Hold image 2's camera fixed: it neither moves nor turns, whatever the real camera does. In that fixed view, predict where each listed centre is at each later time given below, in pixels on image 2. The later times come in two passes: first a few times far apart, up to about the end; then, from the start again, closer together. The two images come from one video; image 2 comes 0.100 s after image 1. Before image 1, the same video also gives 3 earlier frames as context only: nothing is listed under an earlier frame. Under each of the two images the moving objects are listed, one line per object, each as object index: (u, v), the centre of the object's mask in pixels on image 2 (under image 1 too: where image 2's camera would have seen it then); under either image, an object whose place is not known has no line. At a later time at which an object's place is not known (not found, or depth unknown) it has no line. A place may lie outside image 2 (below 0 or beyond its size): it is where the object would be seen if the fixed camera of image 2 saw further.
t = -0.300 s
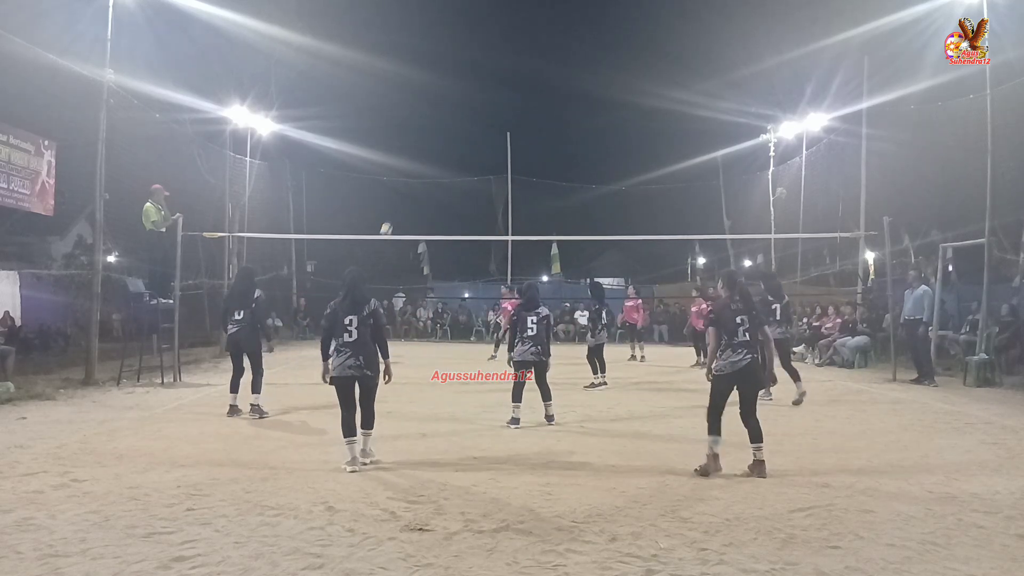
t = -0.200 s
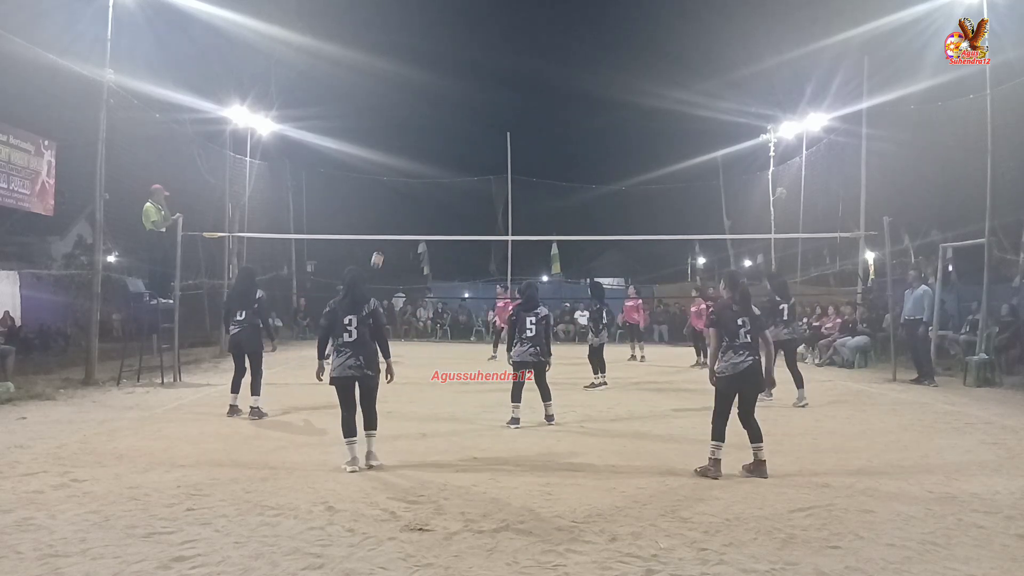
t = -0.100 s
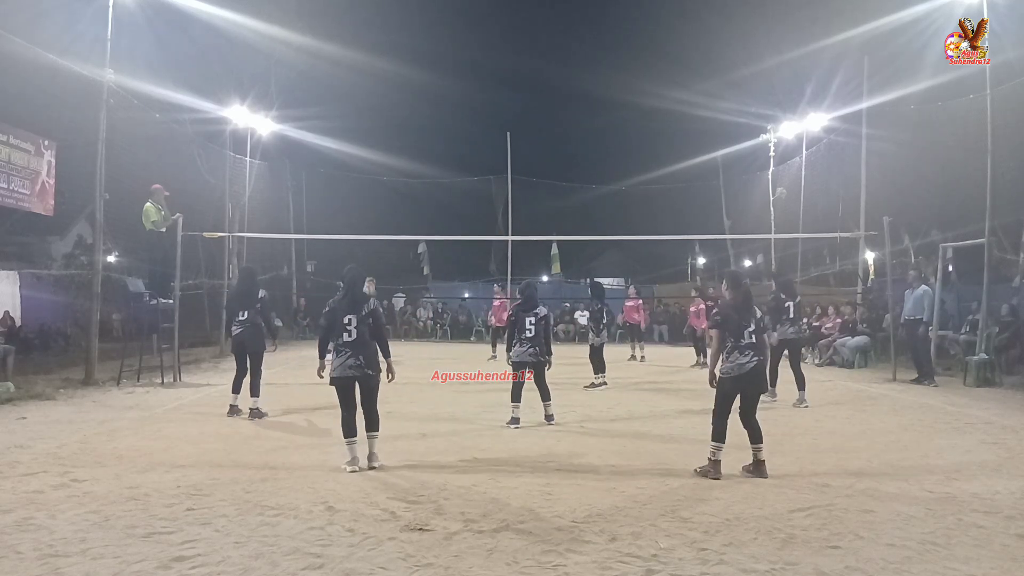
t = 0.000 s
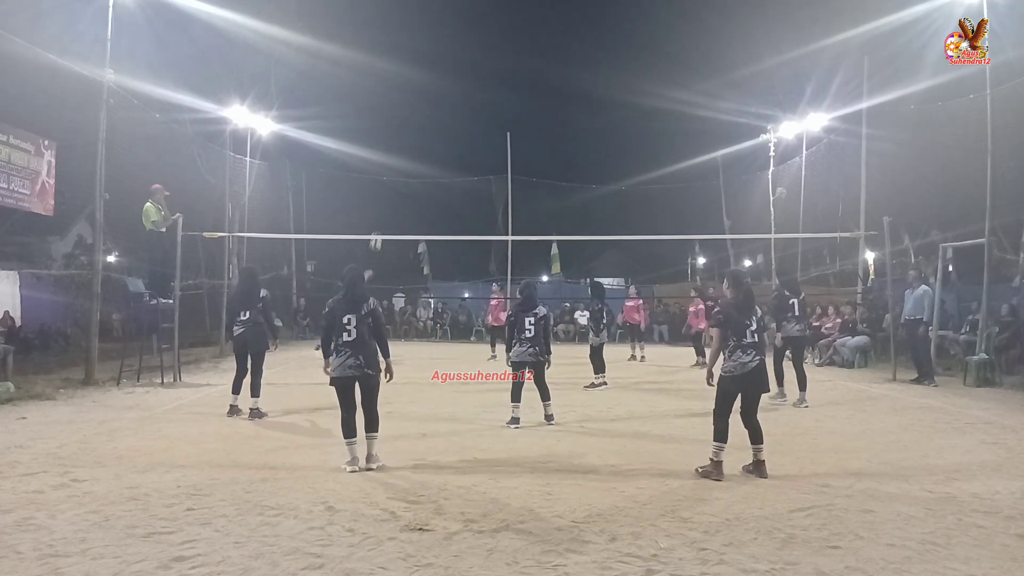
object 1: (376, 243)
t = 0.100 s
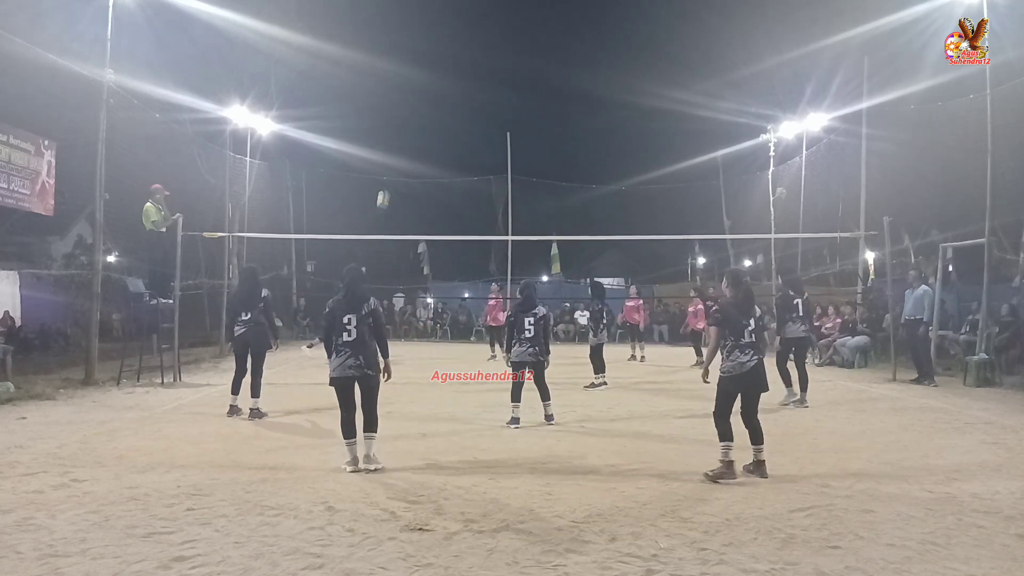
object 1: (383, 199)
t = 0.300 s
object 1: (398, 128)
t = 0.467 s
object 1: (412, 79)
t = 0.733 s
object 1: (437, 28)
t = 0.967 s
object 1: (461, 19)
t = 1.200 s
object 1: (488, 51)
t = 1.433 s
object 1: (519, 135)
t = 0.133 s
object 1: (385, 187)
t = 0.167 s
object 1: (387, 176)
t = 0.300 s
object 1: (398, 128)
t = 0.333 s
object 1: (401, 116)
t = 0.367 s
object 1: (403, 107)
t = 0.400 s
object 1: (406, 98)
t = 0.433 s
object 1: (409, 87)
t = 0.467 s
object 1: (412, 79)
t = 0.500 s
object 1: (415, 71)
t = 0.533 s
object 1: (418, 63)
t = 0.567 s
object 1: (421, 56)
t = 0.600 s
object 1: (424, 49)
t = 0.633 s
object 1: (427, 43)
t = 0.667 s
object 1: (430, 38)
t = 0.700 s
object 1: (433, 33)
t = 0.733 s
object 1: (437, 28)
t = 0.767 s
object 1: (440, 25)
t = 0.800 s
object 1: (443, 23)
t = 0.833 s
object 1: (447, 20)
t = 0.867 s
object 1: (450, 19)
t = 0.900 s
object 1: (454, 18)
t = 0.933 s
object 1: (458, 18)
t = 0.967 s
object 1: (461, 19)
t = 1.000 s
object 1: (465, 21)
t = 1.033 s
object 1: (469, 24)
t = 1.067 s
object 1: (472, 27)
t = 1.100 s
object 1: (476, 31)
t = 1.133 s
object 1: (480, 37)
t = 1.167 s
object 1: (484, 43)
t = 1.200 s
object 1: (488, 51)
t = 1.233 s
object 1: (493, 60)
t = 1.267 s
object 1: (497, 69)
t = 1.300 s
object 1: (501, 81)
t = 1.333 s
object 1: (506, 92)
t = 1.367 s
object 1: (510, 106)
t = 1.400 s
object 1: (515, 121)
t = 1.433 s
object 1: (519, 135)
